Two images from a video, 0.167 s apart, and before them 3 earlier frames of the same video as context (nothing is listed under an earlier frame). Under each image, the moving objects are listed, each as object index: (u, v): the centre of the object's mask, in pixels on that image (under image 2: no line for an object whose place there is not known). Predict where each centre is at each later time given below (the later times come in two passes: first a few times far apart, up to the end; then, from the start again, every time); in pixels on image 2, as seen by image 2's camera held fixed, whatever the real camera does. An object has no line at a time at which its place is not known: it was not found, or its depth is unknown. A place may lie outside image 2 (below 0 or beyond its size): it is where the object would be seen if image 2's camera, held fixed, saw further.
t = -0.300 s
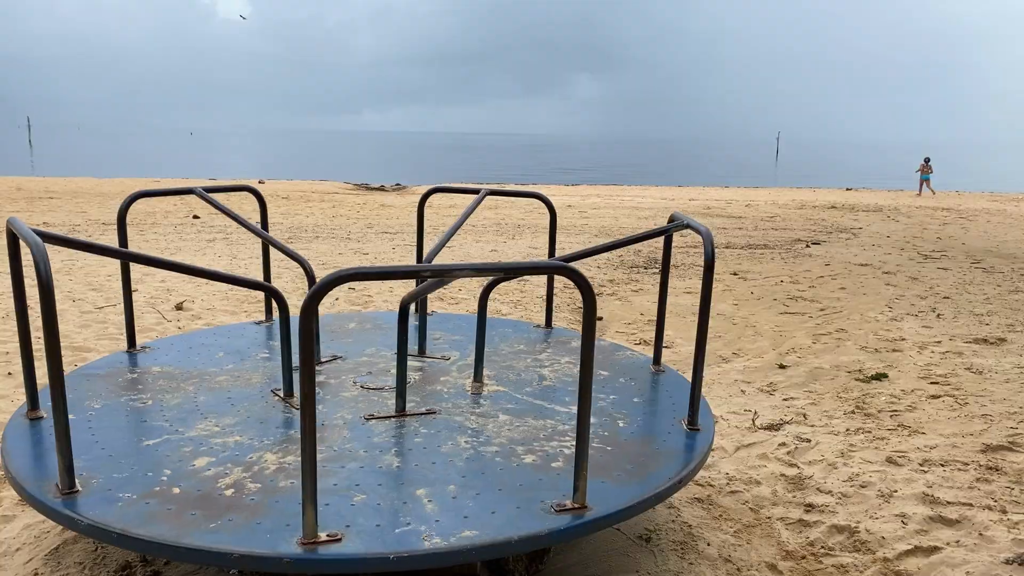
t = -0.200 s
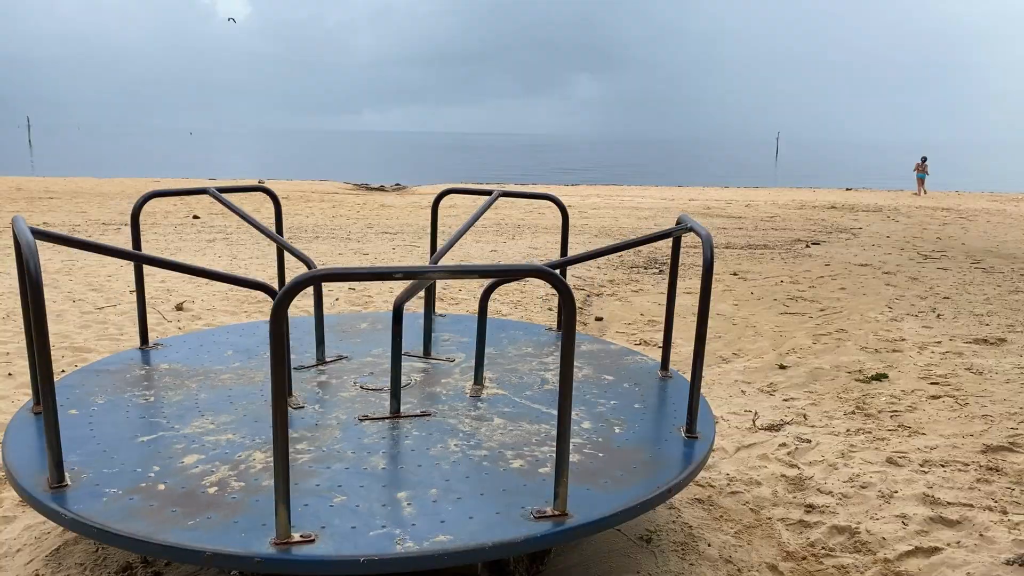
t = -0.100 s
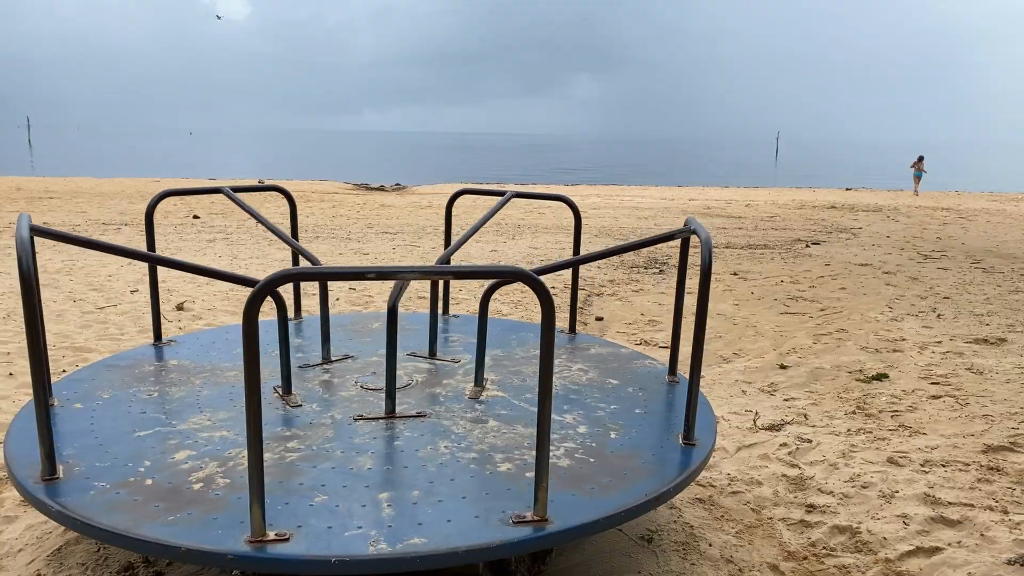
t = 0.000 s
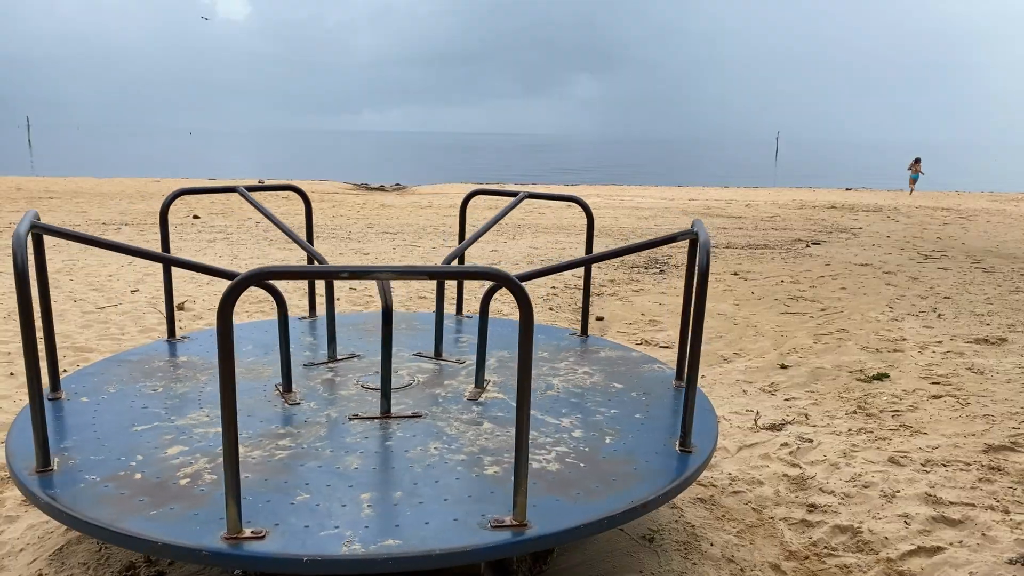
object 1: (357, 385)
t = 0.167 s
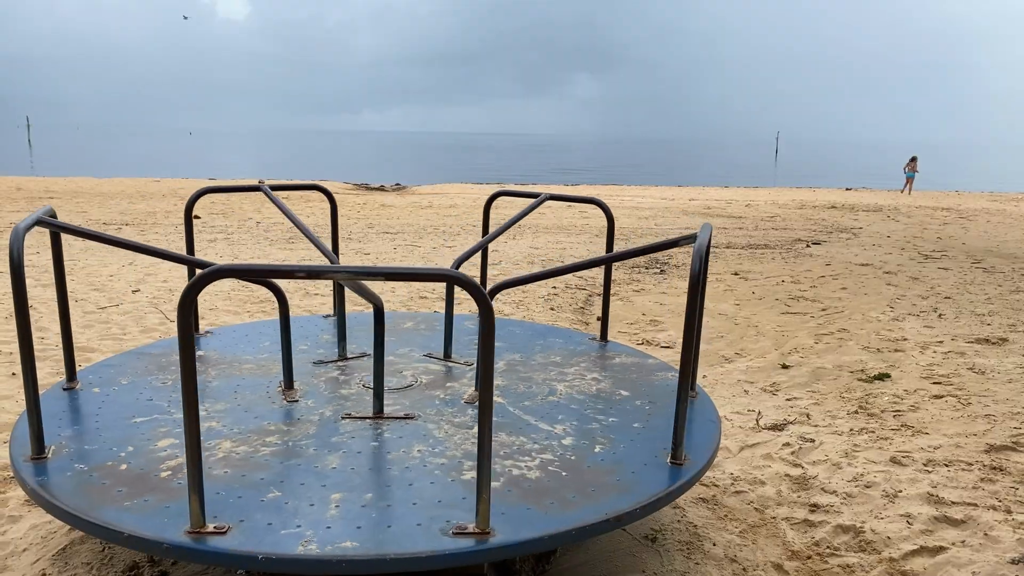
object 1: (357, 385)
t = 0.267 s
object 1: (358, 385)
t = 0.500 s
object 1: (361, 385)
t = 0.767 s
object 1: (366, 385)
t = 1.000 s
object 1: (370, 386)
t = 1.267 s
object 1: (366, 386)
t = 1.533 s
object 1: (368, 386)
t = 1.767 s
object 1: (372, 386)
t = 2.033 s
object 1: (376, 385)
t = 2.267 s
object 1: (376, 385)
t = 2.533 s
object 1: (373, 383)
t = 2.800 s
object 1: (371, 386)
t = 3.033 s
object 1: (382, 385)
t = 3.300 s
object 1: (384, 381)
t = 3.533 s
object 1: (386, 386)
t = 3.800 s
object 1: (381, 381)
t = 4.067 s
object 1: (384, 381)
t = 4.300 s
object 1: (385, 381)
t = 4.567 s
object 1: (387, 380)
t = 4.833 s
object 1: (386, 381)
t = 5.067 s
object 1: (382, 380)
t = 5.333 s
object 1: (386, 383)
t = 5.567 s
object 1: (385, 379)
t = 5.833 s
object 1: (386, 378)
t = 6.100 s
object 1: (389, 383)
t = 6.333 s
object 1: (384, 378)
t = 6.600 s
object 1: (383, 378)
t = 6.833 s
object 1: (385, 377)
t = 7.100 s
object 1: (386, 377)
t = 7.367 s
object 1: (387, 376)
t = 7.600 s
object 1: (389, 377)
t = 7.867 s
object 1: (384, 377)
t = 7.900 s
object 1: (383, 377)
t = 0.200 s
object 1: (357, 385)
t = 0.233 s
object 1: (358, 385)
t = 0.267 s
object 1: (358, 385)
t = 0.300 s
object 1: (359, 385)
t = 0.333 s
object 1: (359, 385)
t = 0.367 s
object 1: (359, 385)
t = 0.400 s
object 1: (360, 385)
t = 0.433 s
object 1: (360, 385)
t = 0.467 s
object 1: (361, 385)
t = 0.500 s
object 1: (361, 385)
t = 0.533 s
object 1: (362, 385)
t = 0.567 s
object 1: (362, 385)
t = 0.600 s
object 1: (363, 385)
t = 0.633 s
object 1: (363, 385)
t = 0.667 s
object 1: (364, 385)
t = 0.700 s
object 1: (365, 385)
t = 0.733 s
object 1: (365, 385)
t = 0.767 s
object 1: (366, 385)
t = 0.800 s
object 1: (367, 385)
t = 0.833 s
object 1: (367, 385)
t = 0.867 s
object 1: (368, 385)
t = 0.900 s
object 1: (368, 385)
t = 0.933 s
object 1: (369, 386)
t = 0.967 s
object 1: (369, 386)
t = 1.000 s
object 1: (370, 386)
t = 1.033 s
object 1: (370, 386)
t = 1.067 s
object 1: (369, 386)
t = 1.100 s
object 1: (369, 386)
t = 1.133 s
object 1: (368, 386)
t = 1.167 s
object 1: (368, 386)
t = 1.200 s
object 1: (367, 386)
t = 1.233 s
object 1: (366, 386)
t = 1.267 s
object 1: (366, 386)
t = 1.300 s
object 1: (366, 386)
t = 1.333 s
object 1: (366, 386)
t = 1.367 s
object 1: (367, 386)
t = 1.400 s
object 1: (367, 386)
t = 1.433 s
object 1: (367, 386)
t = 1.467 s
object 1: (367, 386)
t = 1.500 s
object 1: (368, 386)
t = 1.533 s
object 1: (368, 386)
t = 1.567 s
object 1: (369, 386)
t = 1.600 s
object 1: (369, 386)
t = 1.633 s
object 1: (370, 386)
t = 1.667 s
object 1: (370, 386)
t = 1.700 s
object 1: (371, 386)
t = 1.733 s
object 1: (371, 386)
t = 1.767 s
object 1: (372, 386)
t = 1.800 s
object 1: (372, 386)
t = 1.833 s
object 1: (373, 385)
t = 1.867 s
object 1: (373, 385)
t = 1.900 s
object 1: (370, 389)
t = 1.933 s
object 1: (370, 389)
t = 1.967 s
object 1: (375, 385)
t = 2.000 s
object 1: (375, 385)
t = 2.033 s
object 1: (376, 385)
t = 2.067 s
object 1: (376, 385)
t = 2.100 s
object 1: (377, 385)
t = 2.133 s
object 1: (377, 385)
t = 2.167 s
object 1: (378, 385)
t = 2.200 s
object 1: (377, 385)
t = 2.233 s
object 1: (377, 385)
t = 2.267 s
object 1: (376, 385)
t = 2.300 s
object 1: (375, 384)
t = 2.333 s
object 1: (375, 384)
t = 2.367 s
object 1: (374, 384)
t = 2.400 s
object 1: (374, 384)
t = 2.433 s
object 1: (373, 384)
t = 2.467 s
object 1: (373, 385)
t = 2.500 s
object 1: (372, 384)
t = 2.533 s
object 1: (373, 383)
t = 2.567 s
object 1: (376, 388)
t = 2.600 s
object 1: (367, 388)
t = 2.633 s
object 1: (373, 383)
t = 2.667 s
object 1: (377, 387)
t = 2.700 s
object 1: (375, 382)
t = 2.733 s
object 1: (375, 382)
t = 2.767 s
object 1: (376, 382)
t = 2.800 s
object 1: (371, 386)
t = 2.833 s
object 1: (377, 382)
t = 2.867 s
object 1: (378, 382)
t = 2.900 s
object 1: (378, 382)
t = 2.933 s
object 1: (379, 381)
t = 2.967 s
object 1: (381, 385)
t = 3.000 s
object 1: (380, 381)
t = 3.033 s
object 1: (382, 385)
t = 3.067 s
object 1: (381, 381)
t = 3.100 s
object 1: (383, 385)
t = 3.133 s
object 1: (382, 381)
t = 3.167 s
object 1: (382, 381)
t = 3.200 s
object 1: (385, 385)
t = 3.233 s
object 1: (383, 381)
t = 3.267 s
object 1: (384, 381)
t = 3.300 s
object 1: (384, 381)
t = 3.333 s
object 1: (385, 381)
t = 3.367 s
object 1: (385, 381)
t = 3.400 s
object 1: (385, 381)
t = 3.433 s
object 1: (387, 386)
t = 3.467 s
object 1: (386, 381)
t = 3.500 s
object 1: (386, 381)
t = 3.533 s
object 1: (386, 386)
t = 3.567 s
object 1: (384, 381)
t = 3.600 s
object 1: (384, 381)
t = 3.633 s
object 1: (384, 386)
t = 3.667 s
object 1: (382, 381)
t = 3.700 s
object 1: (382, 381)
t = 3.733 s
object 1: (381, 381)
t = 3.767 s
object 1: (381, 381)
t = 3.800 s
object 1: (381, 381)
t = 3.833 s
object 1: (381, 381)
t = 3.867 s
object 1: (381, 381)
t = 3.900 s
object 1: (382, 381)
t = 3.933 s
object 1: (382, 381)
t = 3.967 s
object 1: (382, 381)
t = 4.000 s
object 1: (383, 381)
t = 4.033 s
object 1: (383, 381)
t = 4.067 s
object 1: (384, 381)
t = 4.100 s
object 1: (386, 389)
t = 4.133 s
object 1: (390, 385)
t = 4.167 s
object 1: (384, 381)
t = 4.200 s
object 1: (384, 381)
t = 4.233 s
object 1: (381, 385)
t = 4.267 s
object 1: (384, 381)
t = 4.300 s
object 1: (385, 381)
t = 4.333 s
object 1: (386, 381)
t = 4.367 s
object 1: (386, 381)
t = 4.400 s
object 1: (386, 380)
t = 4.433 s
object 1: (386, 380)
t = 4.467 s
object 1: (386, 380)
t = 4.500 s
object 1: (386, 380)
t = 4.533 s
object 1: (383, 384)
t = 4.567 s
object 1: (387, 380)
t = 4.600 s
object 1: (387, 380)
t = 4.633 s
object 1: (388, 380)
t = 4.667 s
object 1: (388, 380)
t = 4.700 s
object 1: (393, 385)
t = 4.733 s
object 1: (388, 380)
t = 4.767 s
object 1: (388, 381)
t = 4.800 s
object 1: (382, 385)
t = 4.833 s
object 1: (386, 381)
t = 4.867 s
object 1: (386, 381)
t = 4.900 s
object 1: (380, 385)
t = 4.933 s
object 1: (384, 381)
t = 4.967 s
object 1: (383, 380)
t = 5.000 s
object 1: (383, 380)
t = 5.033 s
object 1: (382, 380)
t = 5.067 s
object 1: (382, 380)
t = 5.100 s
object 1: (376, 385)
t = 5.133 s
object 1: (382, 380)
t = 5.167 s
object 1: (382, 380)
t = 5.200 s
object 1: (386, 384)
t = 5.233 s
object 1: (383, 379)
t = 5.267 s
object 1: (383, 379)
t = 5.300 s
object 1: (386, 383)
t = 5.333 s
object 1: (386, 383)
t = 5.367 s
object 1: (384, 379)
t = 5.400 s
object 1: (384, 379)
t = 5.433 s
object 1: (384, 379)
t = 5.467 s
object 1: (384, 379)
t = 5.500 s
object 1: (385, 379)
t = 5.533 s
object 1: (384, 379)
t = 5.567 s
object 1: (385, 379)
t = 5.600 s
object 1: (385, 379)
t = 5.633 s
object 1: (385, 378)
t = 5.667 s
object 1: (385, 378)
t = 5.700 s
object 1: (385, 378)
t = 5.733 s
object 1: (386, 378)
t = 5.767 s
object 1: (386, 378)
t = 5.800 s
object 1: (386, 378)
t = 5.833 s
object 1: (386, 378)
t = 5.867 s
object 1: (386, 378)
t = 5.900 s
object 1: (387, 378)
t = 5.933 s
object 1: (387, 378)
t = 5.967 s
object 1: (387, 378)
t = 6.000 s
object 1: (387, 378)
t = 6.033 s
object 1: (387, 378)
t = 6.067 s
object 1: (387, 378)
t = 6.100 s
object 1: (389, 383)
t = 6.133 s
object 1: (389, 383)
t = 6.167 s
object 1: (388, 378)
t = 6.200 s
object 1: (387, 378)
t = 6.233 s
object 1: (386, 378)
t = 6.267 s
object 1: (385, 378)
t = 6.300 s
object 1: (385, 378)
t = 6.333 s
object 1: (384, 378)
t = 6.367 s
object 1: (384, 378)
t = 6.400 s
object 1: (383, 378)
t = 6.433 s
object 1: (382, 378)
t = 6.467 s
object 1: (382, 378)
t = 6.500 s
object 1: (383, 378)
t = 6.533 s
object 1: (383, 378)
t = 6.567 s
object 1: (383, 377)
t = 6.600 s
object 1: (383, 378)
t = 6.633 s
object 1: (384, 377)
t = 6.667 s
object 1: (384, 377)
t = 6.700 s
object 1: (384, 377)
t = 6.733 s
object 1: (384, 377)
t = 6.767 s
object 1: (385, 377)
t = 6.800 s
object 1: (384, 377)
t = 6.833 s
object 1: (385, 377)
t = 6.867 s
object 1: (385, 377)
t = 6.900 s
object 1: (385, 377)
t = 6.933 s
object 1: (385, 377)
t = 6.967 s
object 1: (385, 377)
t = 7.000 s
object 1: (386, 377)
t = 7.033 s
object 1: (386, 377)
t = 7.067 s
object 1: (386, 377)
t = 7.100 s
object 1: (386, 377)
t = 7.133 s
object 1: (386, 377)
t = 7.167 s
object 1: (386, 377)
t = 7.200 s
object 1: (387, 377)
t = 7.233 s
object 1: (387, 377)
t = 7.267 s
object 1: (387, 376)
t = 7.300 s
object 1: (387, 376)
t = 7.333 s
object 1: (387, 376)
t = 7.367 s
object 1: (387, 376)
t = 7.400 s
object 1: (393, 381)
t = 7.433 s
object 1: (384, 380)
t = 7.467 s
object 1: (388, 376)
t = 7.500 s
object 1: (388, 377)
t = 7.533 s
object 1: (388, 377)
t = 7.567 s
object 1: (389, 377)
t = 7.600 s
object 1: (389, 377)
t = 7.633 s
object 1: (389, 377)
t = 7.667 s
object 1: (388, 377)
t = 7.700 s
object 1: (387, 377)
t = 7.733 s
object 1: (387, 377)
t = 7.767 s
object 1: (386, 377)
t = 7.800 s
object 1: (385, 377)
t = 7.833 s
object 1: (385, 377)
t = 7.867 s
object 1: (384, 377)
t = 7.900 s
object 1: (383, 377)
